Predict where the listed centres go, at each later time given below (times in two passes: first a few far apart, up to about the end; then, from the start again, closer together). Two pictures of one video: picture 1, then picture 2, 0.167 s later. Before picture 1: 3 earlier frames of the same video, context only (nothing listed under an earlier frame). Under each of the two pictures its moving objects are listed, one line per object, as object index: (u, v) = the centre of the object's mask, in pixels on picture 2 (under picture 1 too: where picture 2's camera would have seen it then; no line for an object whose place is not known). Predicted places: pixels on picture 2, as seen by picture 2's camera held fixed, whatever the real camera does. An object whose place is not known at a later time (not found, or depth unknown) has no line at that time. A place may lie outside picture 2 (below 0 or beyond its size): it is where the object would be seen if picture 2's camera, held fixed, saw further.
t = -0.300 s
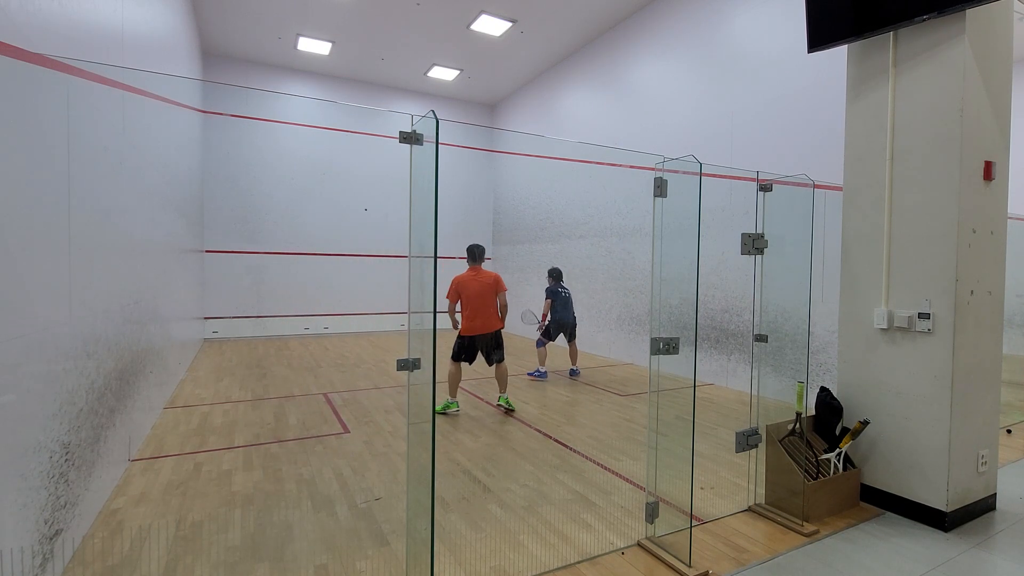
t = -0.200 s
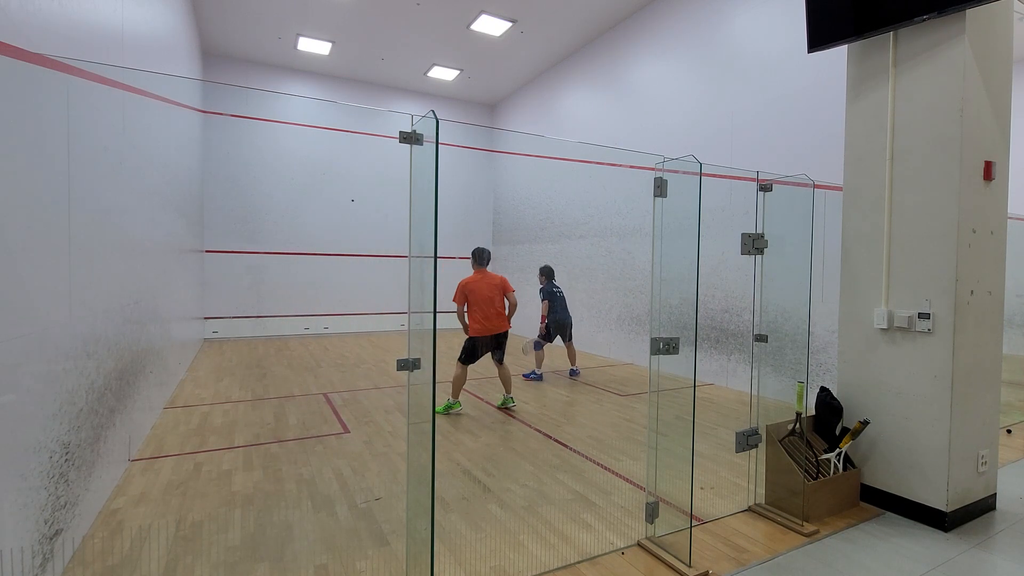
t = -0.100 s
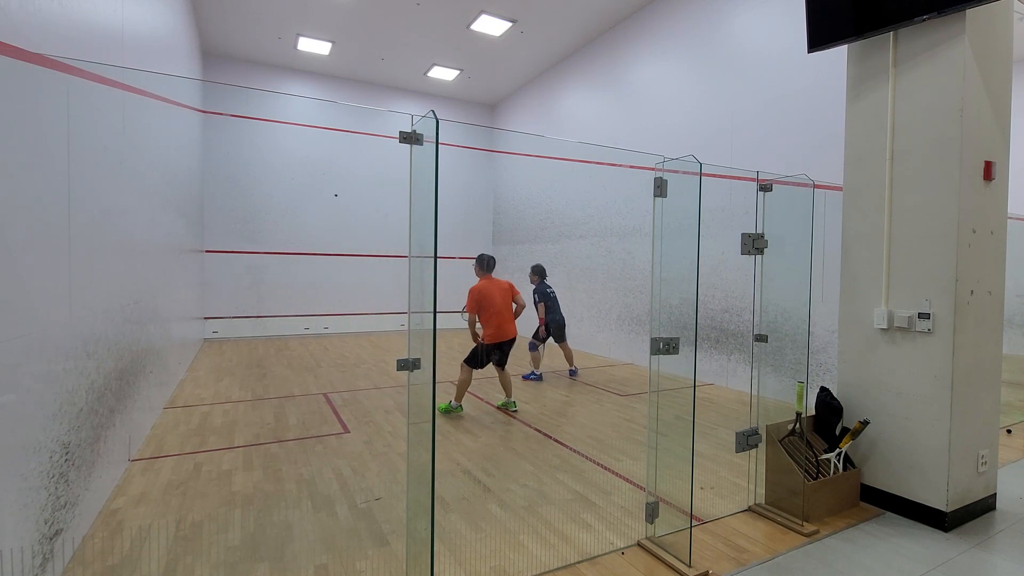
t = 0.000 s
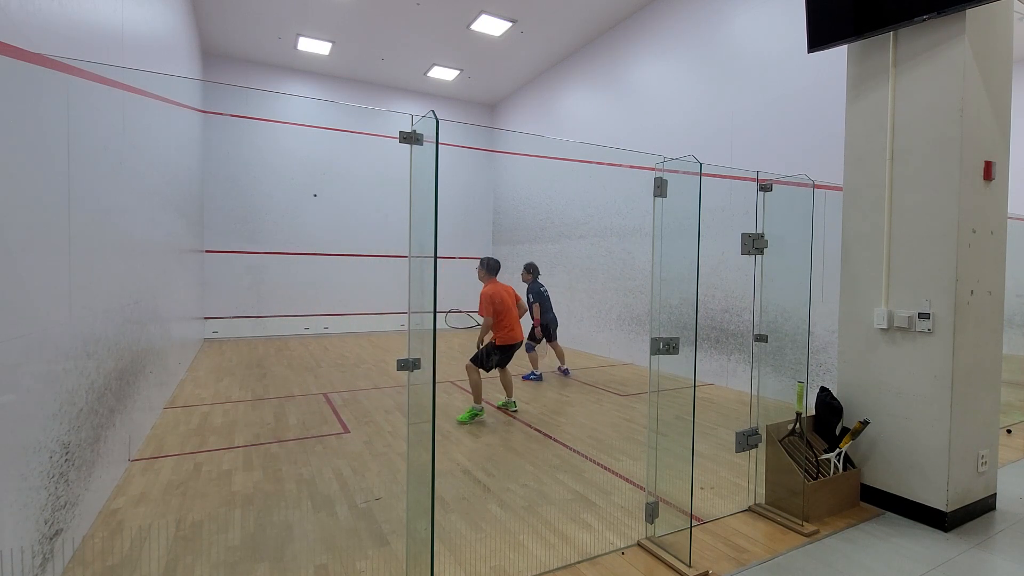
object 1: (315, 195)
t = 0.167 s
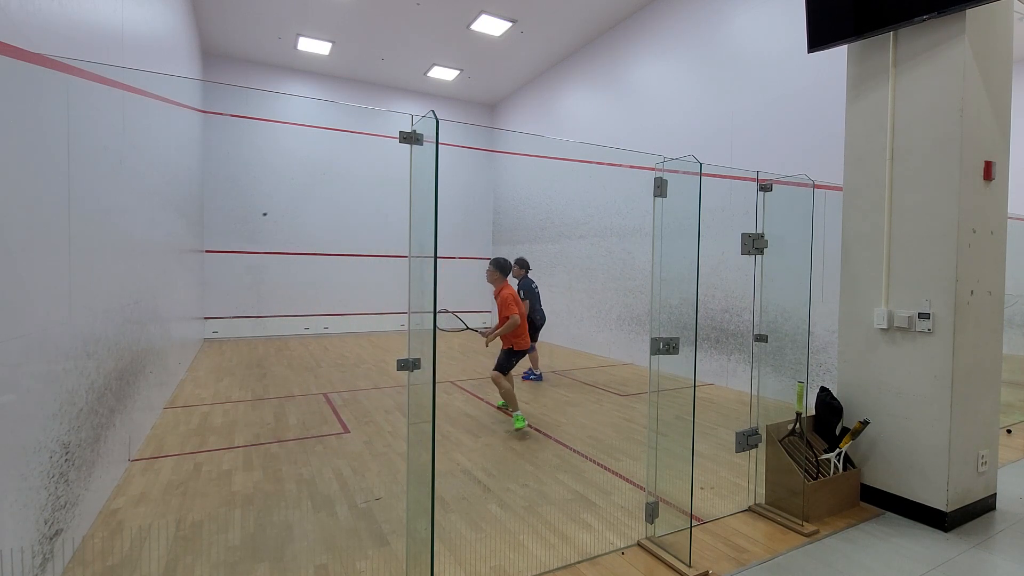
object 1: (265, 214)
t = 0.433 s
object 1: (138, 344)
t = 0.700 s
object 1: (252, 491)
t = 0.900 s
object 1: (352, 437)
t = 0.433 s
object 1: (138, 344)
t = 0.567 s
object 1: (189, 448)
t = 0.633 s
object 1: (219, 522)
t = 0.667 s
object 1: (236, 506)
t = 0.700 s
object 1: (252, 491)
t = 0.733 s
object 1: (268, 478)
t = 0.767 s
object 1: (285, 466)
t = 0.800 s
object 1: (302, 456)
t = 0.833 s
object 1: (318, 448)
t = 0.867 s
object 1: (335, 441)
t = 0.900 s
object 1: (352, 437)
